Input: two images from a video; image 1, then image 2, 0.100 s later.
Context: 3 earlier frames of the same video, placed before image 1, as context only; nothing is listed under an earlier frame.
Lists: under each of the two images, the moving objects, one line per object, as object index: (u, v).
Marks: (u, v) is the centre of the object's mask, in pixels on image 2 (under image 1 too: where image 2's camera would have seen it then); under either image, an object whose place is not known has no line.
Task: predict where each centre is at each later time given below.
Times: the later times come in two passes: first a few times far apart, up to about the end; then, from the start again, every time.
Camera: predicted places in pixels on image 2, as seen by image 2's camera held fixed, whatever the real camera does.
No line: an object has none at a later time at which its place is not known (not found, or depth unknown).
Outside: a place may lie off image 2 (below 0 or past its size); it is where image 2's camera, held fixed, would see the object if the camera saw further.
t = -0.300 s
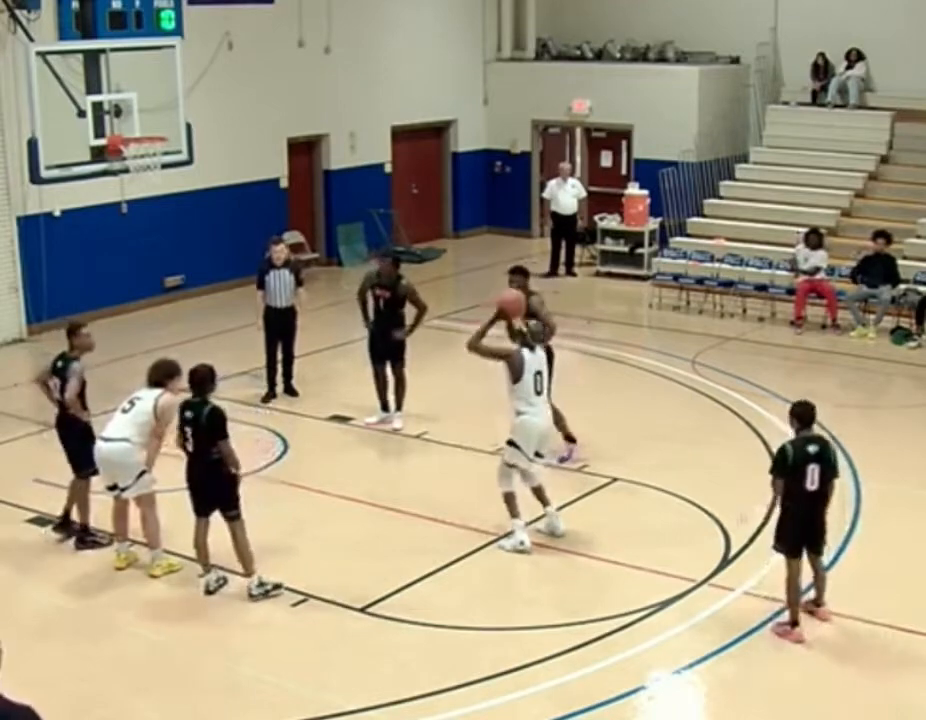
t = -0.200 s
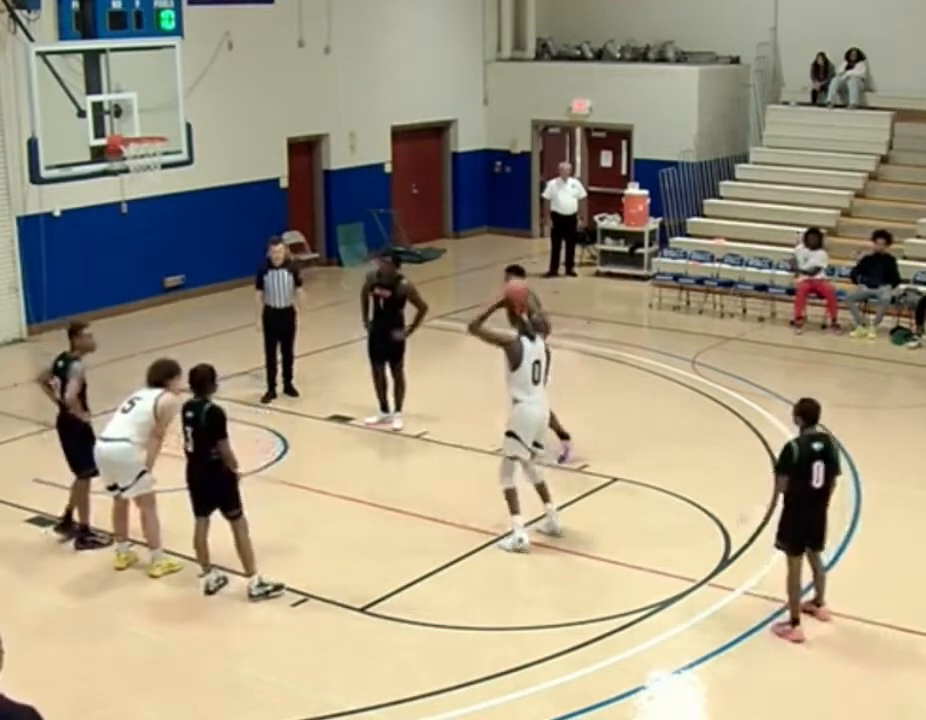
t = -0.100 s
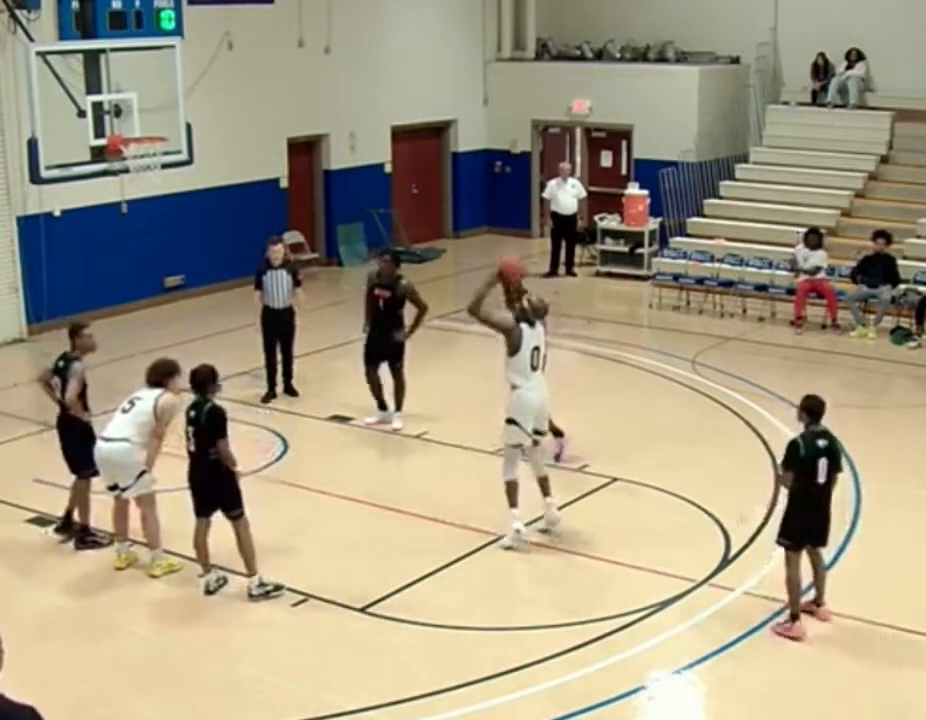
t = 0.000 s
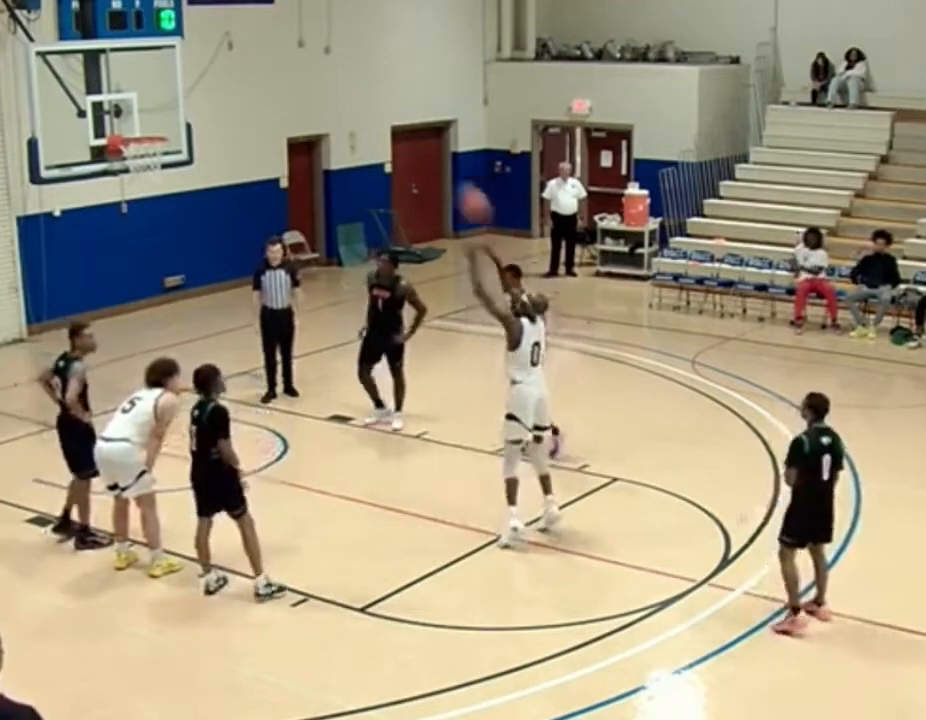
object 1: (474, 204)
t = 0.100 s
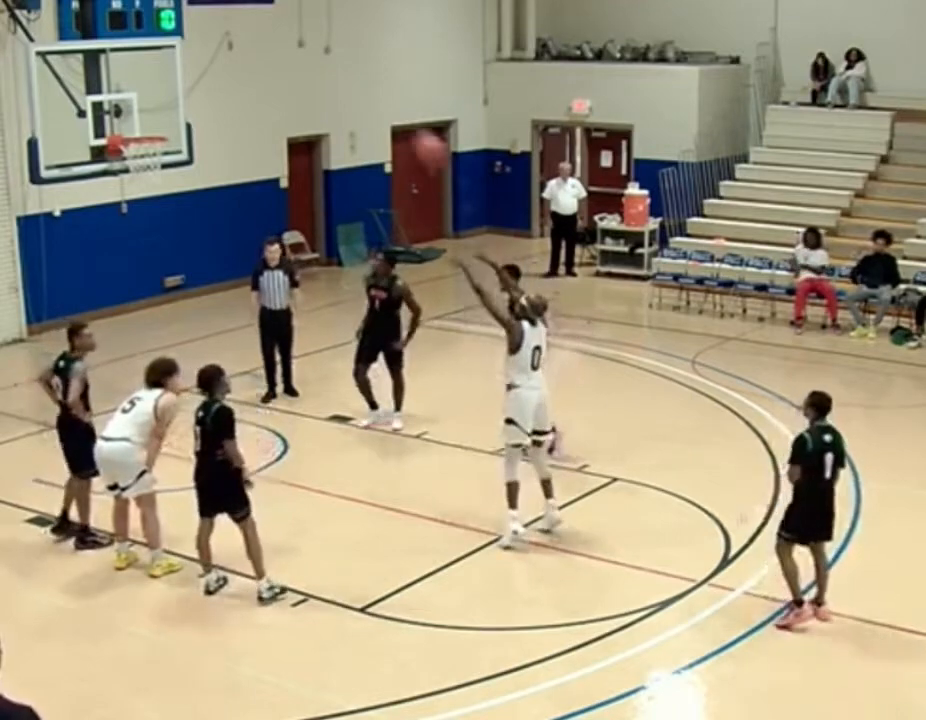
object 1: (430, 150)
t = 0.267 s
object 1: (359, 89)
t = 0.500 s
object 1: (271, 61)
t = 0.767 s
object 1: (181, 104)
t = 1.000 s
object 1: (125, 160)
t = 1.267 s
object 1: (128, 190)
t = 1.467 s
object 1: (140, 265)
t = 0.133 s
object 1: (419, 135)
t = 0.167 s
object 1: (399, 121)
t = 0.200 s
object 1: (386, 109)
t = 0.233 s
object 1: (372, 99)
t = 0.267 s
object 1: (359, 89)
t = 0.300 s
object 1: (346, 80)
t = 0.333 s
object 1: (333, 75)
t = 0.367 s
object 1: (319, 67)
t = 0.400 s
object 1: (306, 64)
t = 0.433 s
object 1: (294, 62)
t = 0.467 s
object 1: (282, 61)
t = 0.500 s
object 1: (271, 61)
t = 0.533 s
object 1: (258, 62)
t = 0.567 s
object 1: (247, 65)
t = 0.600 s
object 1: (235, 68)
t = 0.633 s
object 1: (223, 71)
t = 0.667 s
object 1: (213, 78)
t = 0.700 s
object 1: (202, 87)
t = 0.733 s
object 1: (193, 93)
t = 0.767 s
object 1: (181, 104)
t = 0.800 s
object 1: (173, 114)
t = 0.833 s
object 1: (163, 124)
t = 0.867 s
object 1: (153, 134)
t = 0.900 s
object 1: (146, 140)
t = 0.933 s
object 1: (139, 147)
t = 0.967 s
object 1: (130, 155)
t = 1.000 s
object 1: (125, 160)
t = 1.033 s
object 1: (123, 160)
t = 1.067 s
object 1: (122, 161)
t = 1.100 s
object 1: (122, 163)
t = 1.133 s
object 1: (123, 165)
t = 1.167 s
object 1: (123, 171)
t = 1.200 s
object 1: (125, 177)
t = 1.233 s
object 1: (127, 186)
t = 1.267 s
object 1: (128, 190)
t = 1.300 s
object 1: (131, 204)
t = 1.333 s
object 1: (133, 213)
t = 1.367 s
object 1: (134, 224)
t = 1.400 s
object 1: (136, 237)
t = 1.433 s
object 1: (138, 251)
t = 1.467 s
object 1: (140, 265)
